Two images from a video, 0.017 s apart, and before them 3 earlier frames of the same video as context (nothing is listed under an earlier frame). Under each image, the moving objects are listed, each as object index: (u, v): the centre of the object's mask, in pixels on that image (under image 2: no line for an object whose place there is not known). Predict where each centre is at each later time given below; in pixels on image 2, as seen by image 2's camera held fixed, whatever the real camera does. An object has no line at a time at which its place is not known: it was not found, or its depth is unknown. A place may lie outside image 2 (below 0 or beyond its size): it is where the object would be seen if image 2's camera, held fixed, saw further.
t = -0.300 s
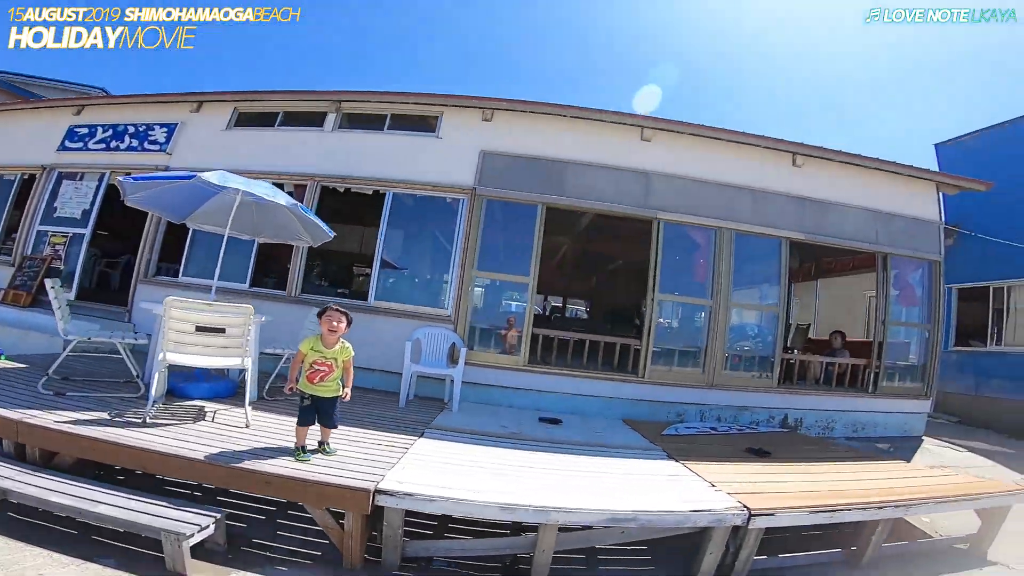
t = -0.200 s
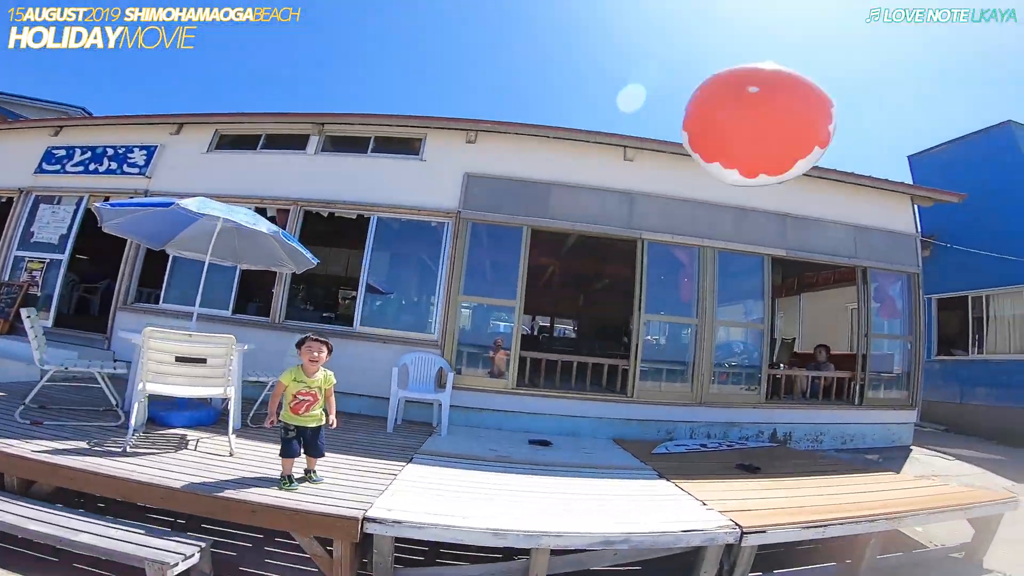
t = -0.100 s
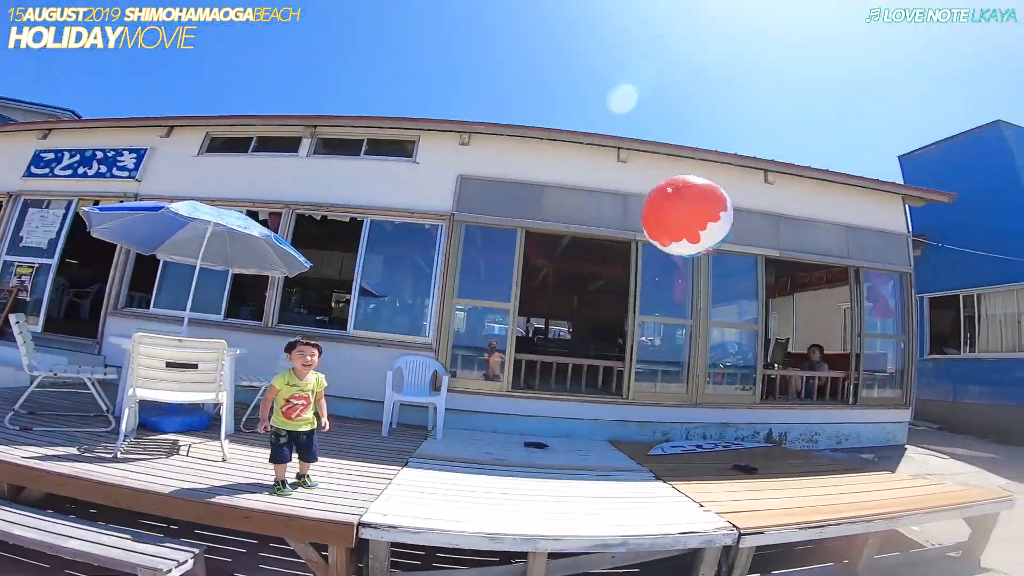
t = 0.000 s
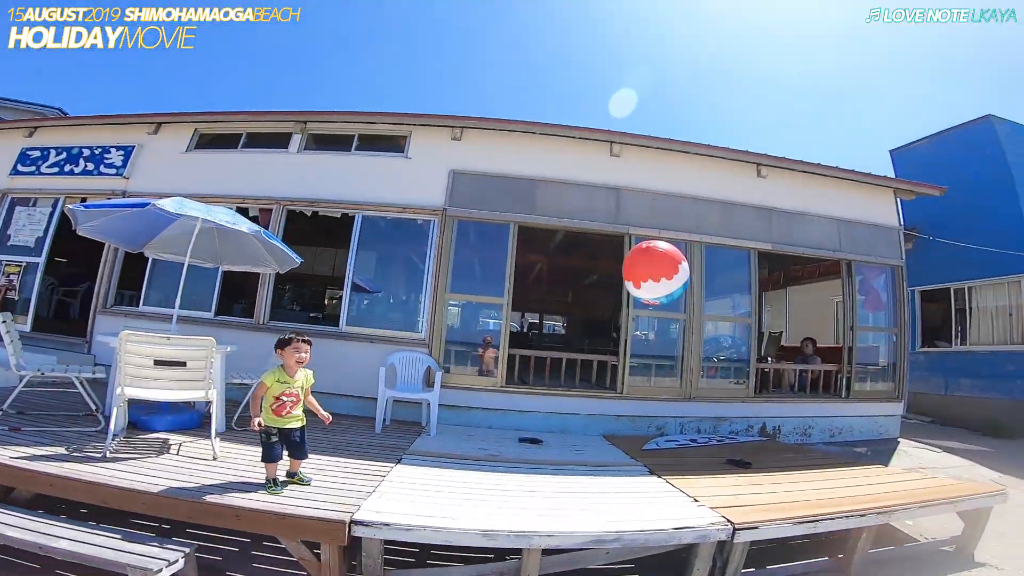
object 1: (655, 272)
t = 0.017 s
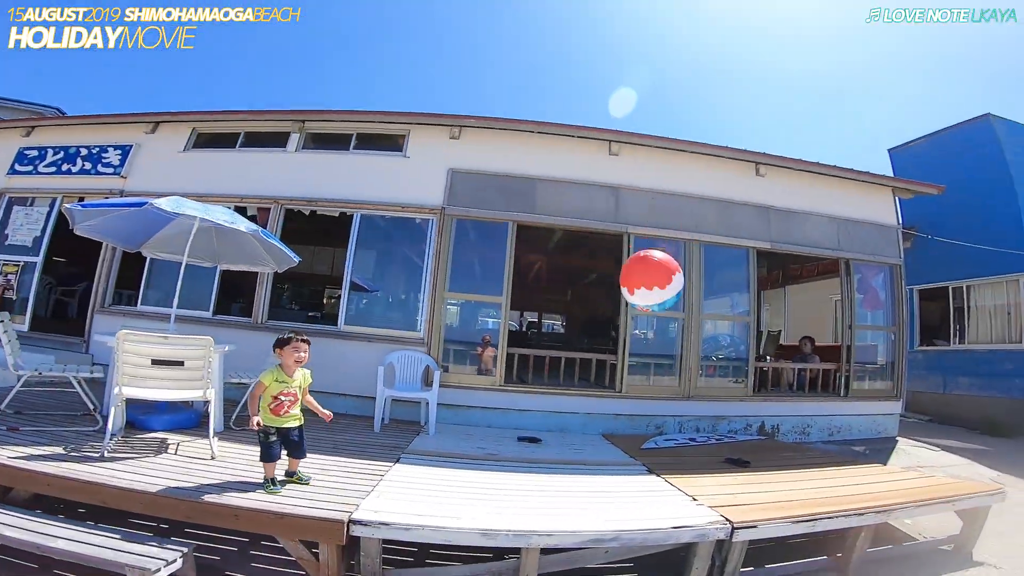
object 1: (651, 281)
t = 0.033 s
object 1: (649, 290)
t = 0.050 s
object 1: (647, 300)
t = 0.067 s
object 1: (645, 308)
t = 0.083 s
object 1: (643, 317)
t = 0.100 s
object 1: (641, 326)
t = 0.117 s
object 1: (639, 334)
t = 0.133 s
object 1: (638, 342)
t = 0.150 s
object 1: (637, 350)
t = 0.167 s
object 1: (636, 357)
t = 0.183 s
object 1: (635, 365)
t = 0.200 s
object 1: (633, 372)
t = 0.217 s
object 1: (632, 379)
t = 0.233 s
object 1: (631, 386)
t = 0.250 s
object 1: (630, 393)
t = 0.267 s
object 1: (629, 400)
